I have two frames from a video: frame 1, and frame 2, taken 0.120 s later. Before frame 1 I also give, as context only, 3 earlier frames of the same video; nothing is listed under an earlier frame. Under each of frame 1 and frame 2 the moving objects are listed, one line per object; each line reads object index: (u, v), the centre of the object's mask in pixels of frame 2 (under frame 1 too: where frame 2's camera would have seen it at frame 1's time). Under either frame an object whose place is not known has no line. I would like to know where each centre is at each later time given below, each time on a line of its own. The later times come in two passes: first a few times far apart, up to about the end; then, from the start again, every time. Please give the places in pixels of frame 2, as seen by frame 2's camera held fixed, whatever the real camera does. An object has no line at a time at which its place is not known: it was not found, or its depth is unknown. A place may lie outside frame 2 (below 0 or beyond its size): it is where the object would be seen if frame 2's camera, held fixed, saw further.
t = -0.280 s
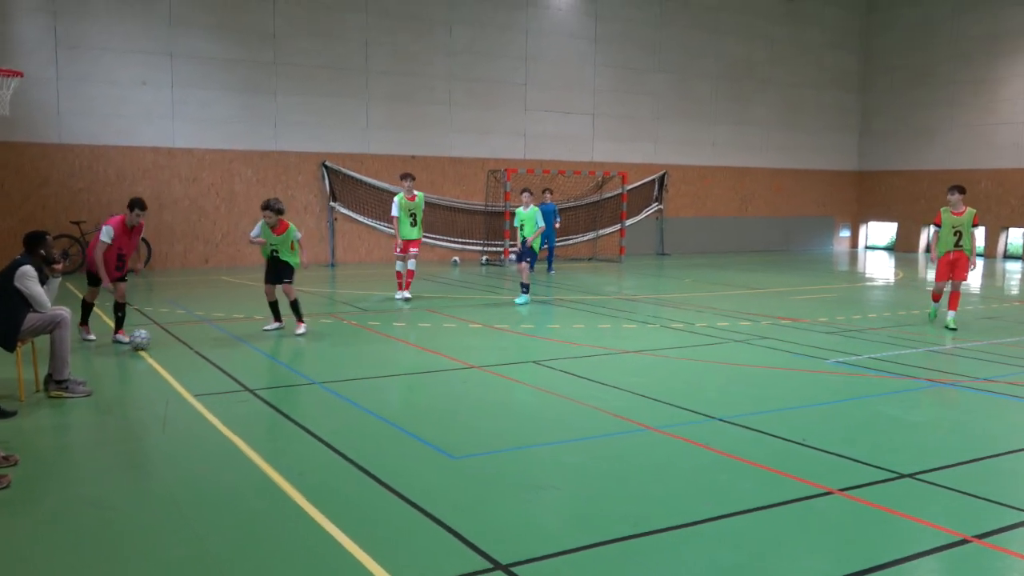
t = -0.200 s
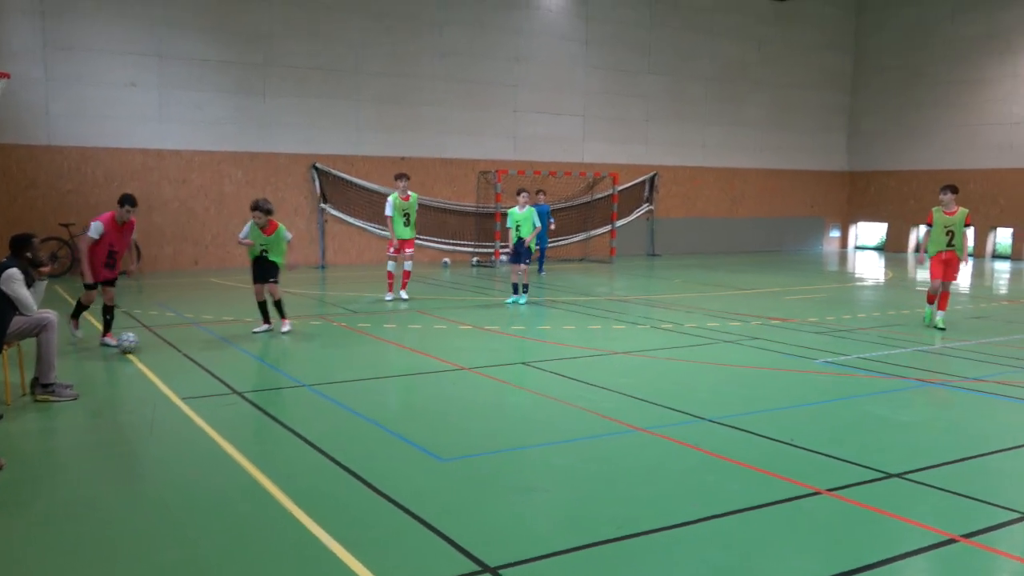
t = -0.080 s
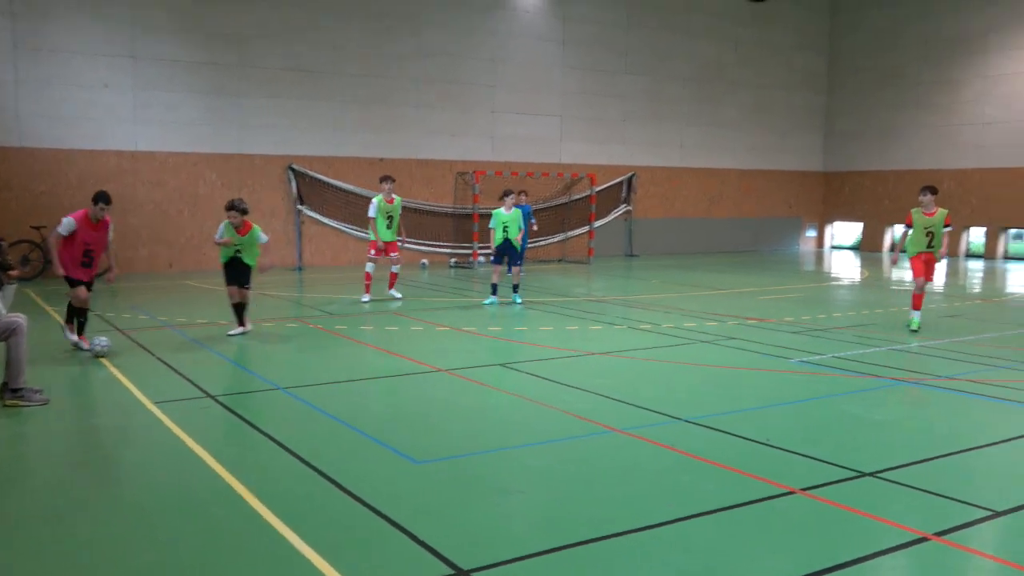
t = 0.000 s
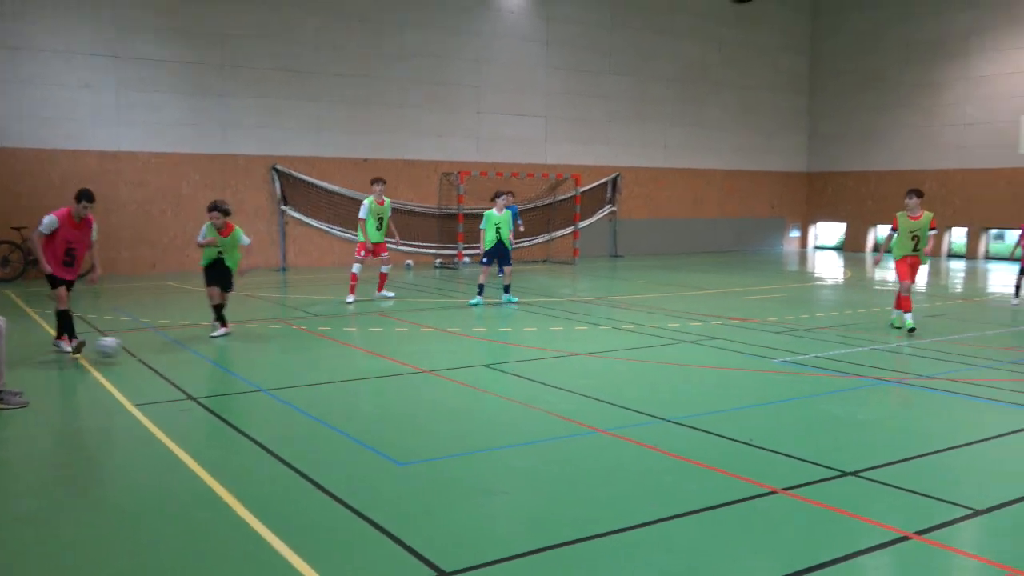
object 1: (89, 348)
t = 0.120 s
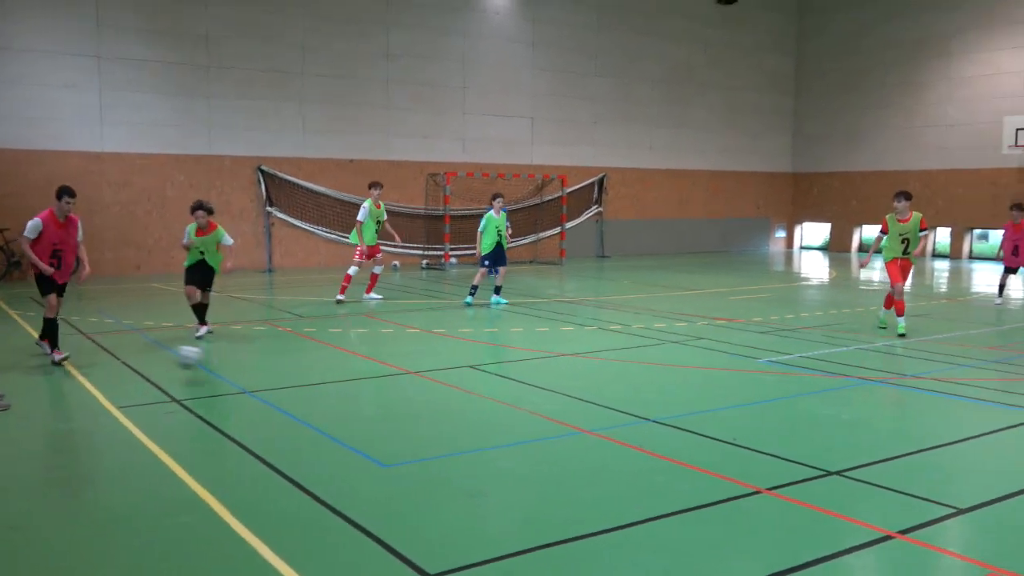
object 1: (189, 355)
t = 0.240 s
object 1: (308, 388)
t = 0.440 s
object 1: (524, 417)
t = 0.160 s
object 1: (226, 363)
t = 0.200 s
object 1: (266, 373)
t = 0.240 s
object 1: (308, 388)
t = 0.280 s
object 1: (349, 389)
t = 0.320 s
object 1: (390, 392)
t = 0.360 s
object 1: (434, 397)
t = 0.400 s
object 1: (480, 406)
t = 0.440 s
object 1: (524, 417)
